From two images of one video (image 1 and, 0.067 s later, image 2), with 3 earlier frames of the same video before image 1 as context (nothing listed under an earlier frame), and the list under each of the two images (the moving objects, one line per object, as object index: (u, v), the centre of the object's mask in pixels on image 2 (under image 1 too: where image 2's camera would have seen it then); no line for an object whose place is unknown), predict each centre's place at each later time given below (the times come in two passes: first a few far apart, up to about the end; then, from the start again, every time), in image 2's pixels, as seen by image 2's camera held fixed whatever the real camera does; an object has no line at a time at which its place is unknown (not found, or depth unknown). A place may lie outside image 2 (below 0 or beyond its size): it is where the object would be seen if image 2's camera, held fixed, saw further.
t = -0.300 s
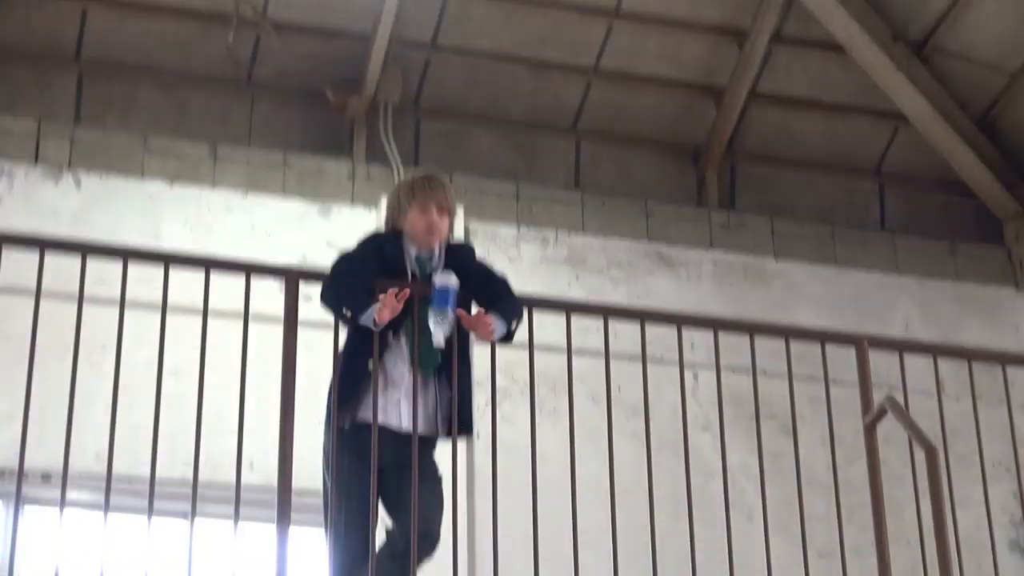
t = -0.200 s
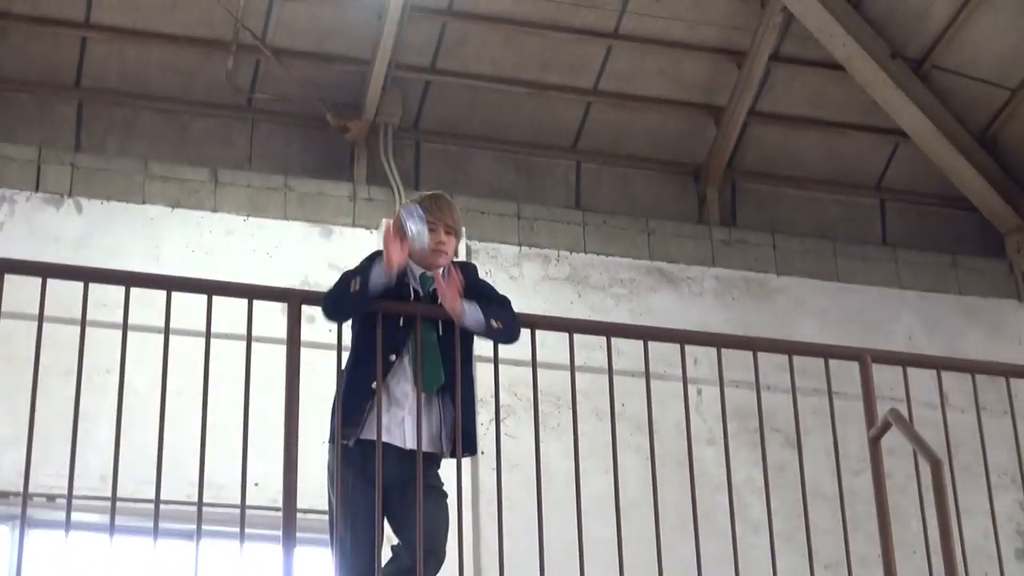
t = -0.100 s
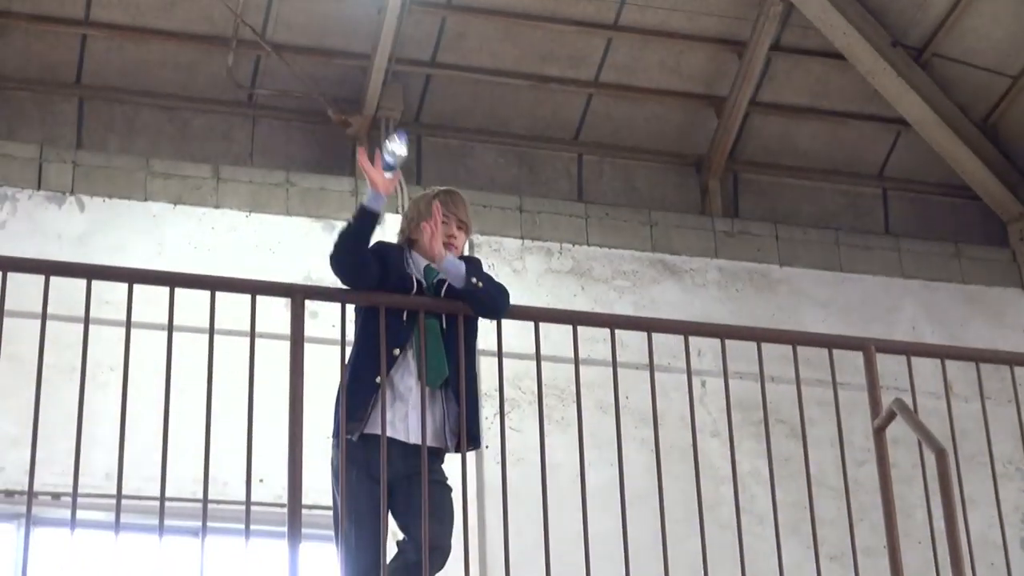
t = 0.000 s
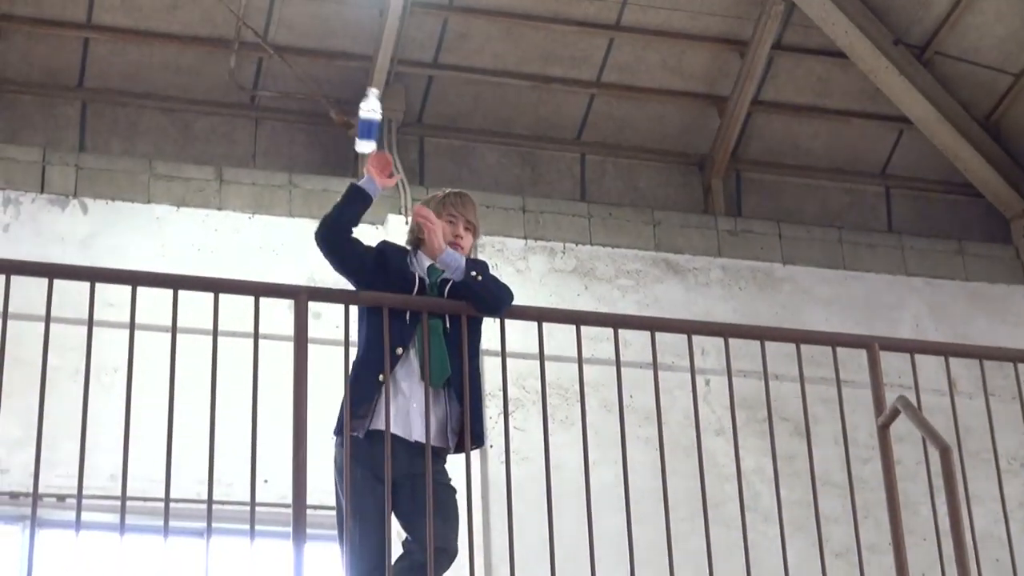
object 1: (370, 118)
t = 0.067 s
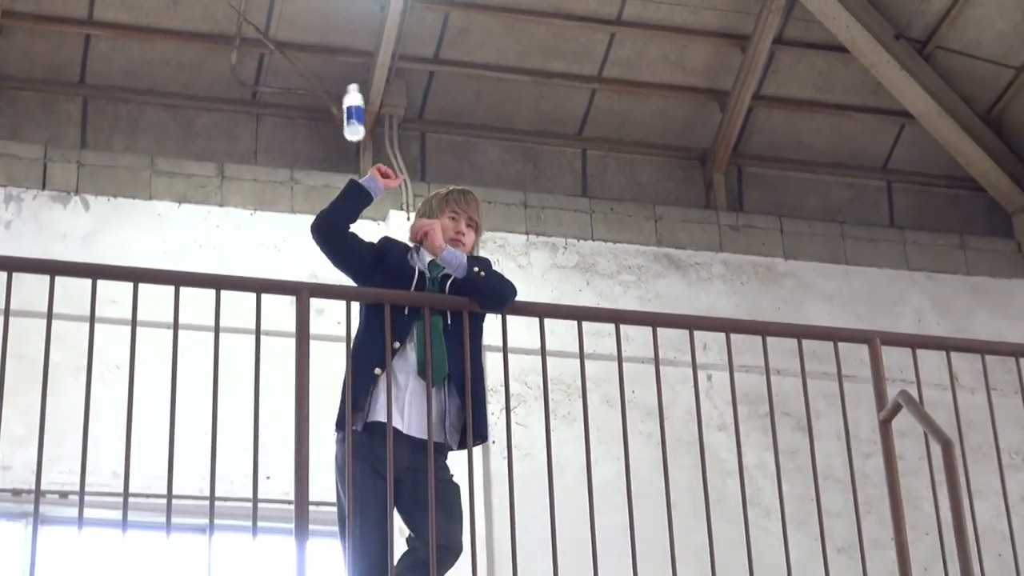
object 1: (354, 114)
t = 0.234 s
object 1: (316, 150)
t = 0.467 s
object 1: (268, 311)
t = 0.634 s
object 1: (228, 512)
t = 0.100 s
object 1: (346, 116)
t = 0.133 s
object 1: (339, 120)
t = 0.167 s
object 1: (331, 127)
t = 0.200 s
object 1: (323, 137)
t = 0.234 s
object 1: (316, 150)
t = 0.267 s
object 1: (308, 165)
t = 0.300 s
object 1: (301, 181)
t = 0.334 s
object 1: (296, 192)
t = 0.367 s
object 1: (287, 220)
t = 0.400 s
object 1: (281, 253)
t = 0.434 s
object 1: (272, 270)
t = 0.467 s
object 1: (268, 311)
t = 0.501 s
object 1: (262, 338)
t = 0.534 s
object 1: (251, 384)
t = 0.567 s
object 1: (244, 422)
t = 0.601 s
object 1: (237, 462)
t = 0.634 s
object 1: (228, 512)
